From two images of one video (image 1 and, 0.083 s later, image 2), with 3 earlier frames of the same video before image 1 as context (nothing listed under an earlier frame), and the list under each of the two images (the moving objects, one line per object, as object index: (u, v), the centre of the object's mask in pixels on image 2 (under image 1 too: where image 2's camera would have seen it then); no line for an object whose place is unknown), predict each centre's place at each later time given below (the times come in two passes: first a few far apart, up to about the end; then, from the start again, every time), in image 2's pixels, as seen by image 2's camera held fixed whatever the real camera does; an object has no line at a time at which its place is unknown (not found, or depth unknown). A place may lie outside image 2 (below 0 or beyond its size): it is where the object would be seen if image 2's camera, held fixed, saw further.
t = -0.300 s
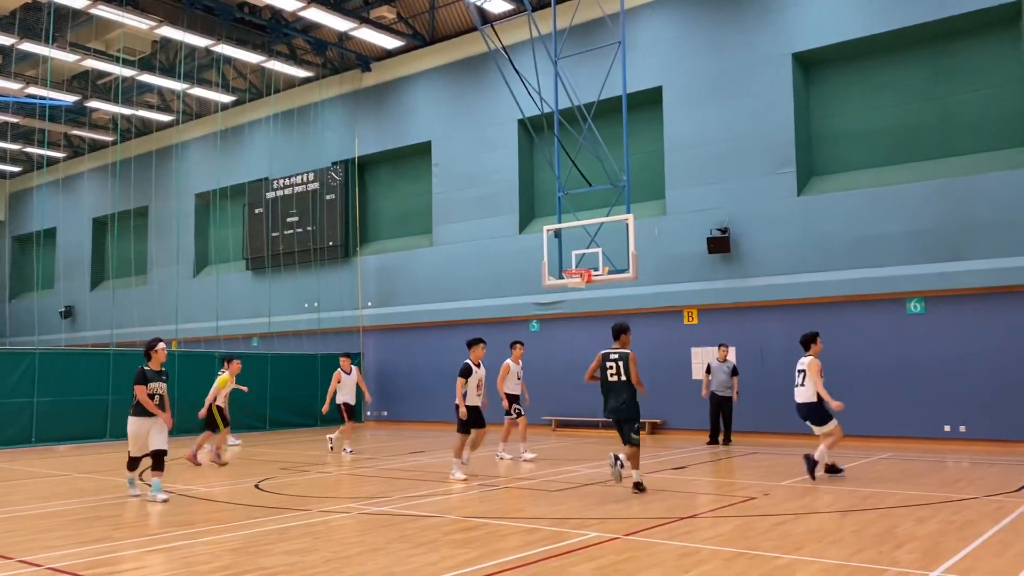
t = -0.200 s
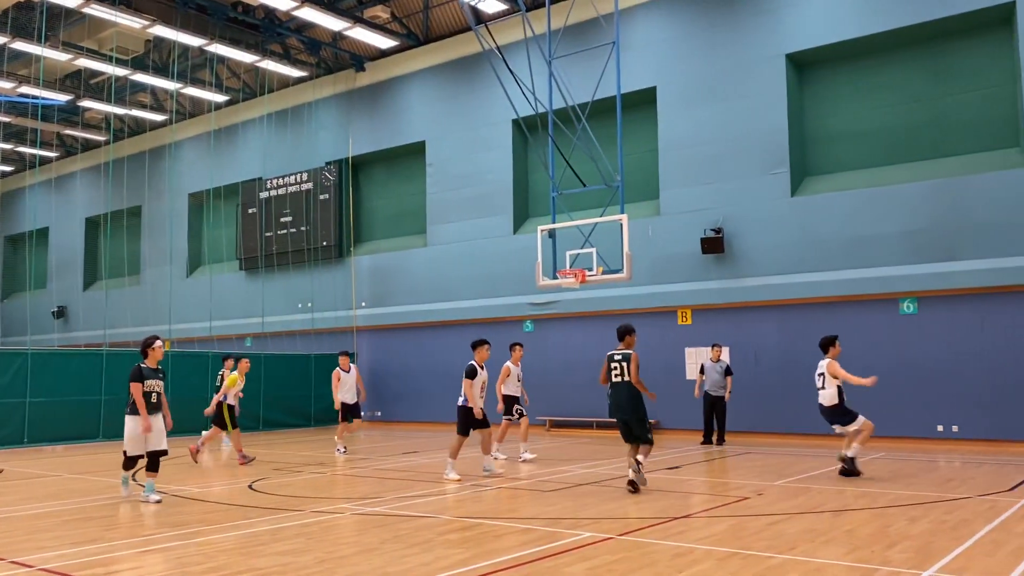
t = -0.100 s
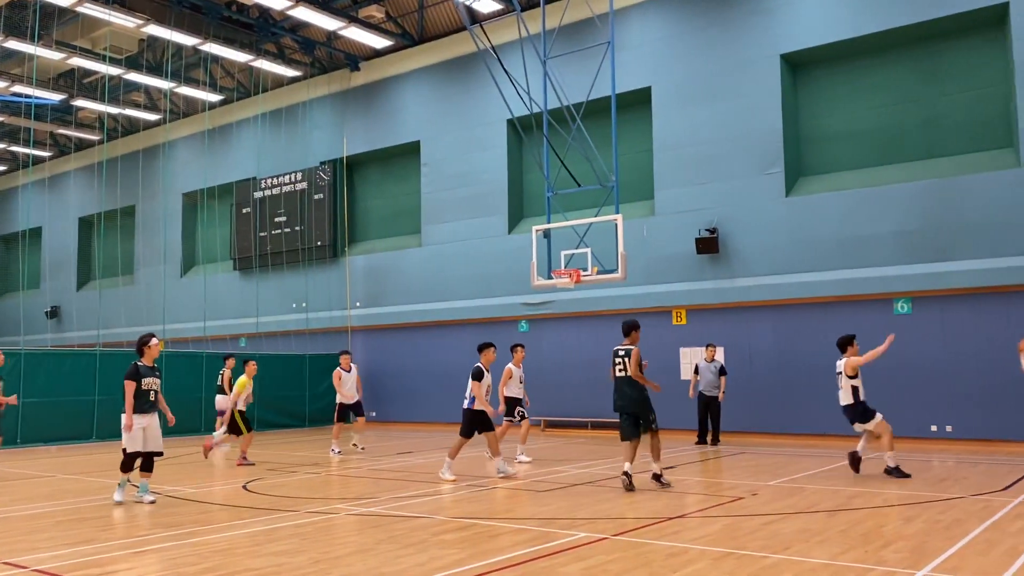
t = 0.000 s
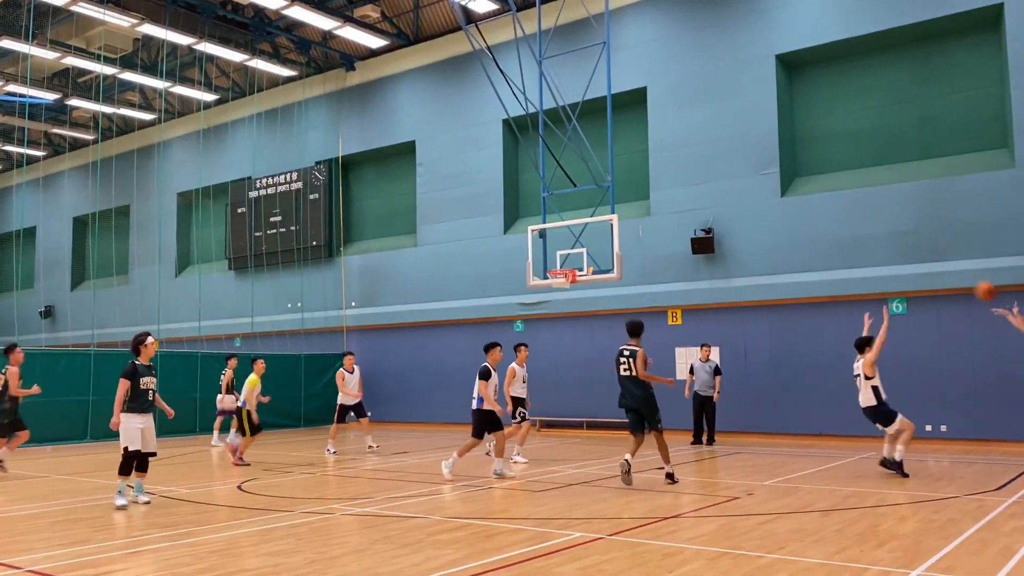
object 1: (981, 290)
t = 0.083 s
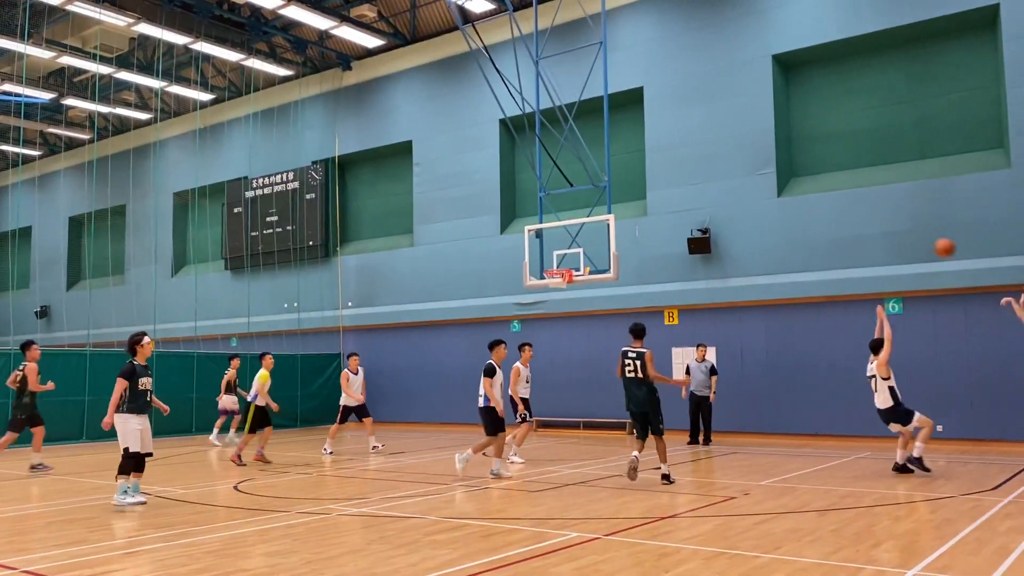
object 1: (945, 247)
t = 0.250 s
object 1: (878, 183)
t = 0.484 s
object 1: (798, 134)
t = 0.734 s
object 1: (724, 126)
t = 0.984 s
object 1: (661, 154)
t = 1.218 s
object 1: (609, 210)
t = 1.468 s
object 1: (576, 270)
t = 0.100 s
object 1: (938, 240)
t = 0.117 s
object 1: (931, 232)
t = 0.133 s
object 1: (924, 225)
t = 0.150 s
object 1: (917, 219)
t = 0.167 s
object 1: (911, 212)
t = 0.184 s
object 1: (904, 206)
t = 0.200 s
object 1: (898, 199)
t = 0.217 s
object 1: (891, 194)
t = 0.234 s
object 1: (885, 188)
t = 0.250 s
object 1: (878, 183)
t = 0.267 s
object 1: (872, 178)
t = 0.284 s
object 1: (867, 173)
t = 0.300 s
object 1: (860, 169)
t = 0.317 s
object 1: (854, 165)
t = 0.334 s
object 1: (848, 160)
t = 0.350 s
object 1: (842, 157)
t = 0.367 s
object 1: (837, 153)
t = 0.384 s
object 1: (831, 149)
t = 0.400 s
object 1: (825, 146)
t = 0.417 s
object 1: (820, 143)
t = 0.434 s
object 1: (814, 141)
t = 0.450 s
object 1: (809, 138)
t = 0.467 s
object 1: (804, 136)
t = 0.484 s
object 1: (798, 134)
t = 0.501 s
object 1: (793, 132)
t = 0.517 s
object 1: (788, 130)
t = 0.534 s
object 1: (783, 129)
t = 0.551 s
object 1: (778, 127)
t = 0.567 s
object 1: (772, 126)
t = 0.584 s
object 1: (767, 126)
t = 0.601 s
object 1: (762, 125)
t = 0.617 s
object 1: (758, 124)
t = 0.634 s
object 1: (752, 124)
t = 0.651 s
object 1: (747, 124)
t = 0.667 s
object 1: (743, 124)
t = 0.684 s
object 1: (738, 124)
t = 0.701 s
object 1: (733, 124)
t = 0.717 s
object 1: (729, 125)
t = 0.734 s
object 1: (724, 126)
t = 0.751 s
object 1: (720, 126)
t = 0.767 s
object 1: (715, 127)
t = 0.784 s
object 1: (711, 129)
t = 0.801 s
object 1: (707, 130)
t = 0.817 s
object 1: (702, 131)
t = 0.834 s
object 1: (698, 133)
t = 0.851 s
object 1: (693, 135)
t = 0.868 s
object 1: (689, 137)
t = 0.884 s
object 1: (685, 139)
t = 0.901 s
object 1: (681, 141)
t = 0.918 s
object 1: (677, 143)
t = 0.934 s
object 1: (673, 146)
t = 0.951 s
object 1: (669, 149)
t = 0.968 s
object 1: (665, 151)
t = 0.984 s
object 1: (661, 154)
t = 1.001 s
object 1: (657, 157)
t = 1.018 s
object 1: (653, 161)
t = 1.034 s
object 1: (649, 164)
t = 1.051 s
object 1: (645, 168)
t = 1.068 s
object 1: (641, 171)
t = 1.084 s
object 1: (637, 175)
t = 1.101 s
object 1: (634, 179)
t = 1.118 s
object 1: (630, 183)
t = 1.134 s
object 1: (626, 187)
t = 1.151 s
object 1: (623, 191)
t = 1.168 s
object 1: (619, 196)
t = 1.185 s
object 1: (616, 200)
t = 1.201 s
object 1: (612, 205)
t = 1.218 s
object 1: (609, 210)
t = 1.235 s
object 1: (605, 215)
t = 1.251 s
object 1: (602, 221)
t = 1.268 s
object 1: (598, 226)
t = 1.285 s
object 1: (595, 231)
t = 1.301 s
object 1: (592, 236)
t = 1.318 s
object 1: (589, 240)
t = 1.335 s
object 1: (586, 245)
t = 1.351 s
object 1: (584, 250)
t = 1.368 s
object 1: (580, 256)
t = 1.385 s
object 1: (576, 262)
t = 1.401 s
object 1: (575, 268)
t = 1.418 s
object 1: (574, 271)
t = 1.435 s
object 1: (575, 270)
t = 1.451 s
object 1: (575, 271)
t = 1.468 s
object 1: (576, 270)
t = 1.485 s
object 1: (576, 271)
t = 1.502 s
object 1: (576, 271)
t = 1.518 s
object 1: (576, 271)
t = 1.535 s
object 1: (576, 272)
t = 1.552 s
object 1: (577, 273)
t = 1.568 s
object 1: (577, 274)
